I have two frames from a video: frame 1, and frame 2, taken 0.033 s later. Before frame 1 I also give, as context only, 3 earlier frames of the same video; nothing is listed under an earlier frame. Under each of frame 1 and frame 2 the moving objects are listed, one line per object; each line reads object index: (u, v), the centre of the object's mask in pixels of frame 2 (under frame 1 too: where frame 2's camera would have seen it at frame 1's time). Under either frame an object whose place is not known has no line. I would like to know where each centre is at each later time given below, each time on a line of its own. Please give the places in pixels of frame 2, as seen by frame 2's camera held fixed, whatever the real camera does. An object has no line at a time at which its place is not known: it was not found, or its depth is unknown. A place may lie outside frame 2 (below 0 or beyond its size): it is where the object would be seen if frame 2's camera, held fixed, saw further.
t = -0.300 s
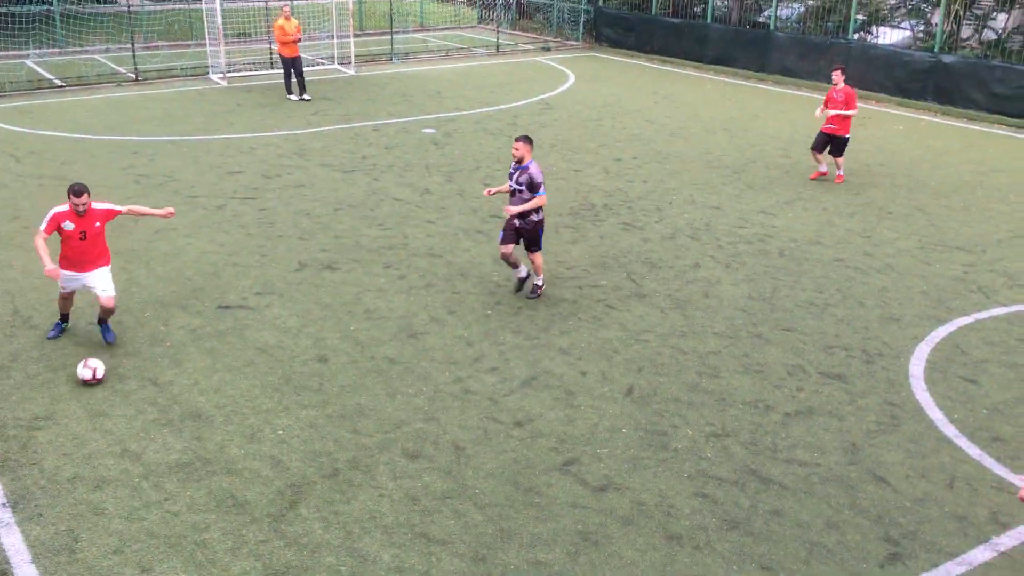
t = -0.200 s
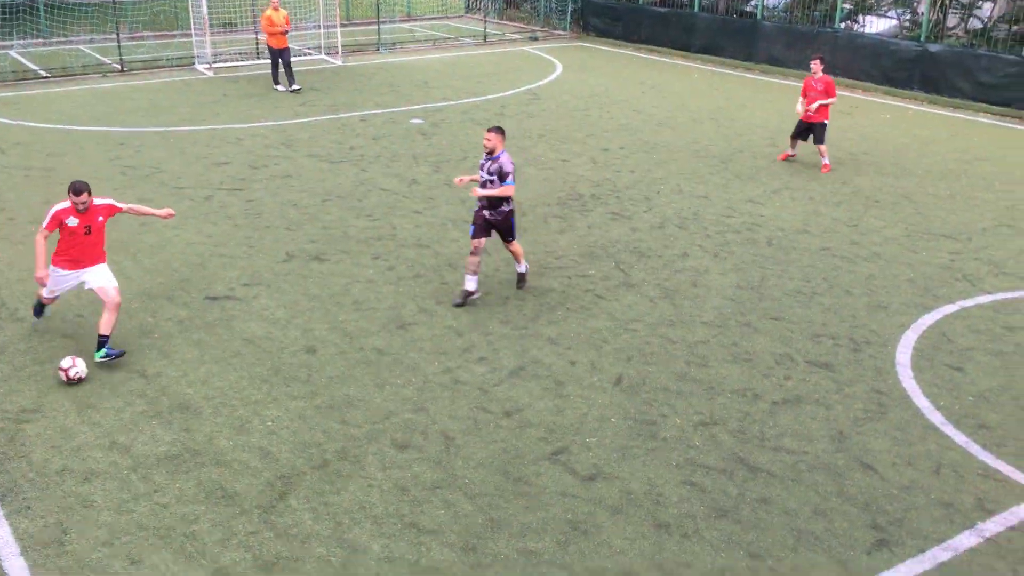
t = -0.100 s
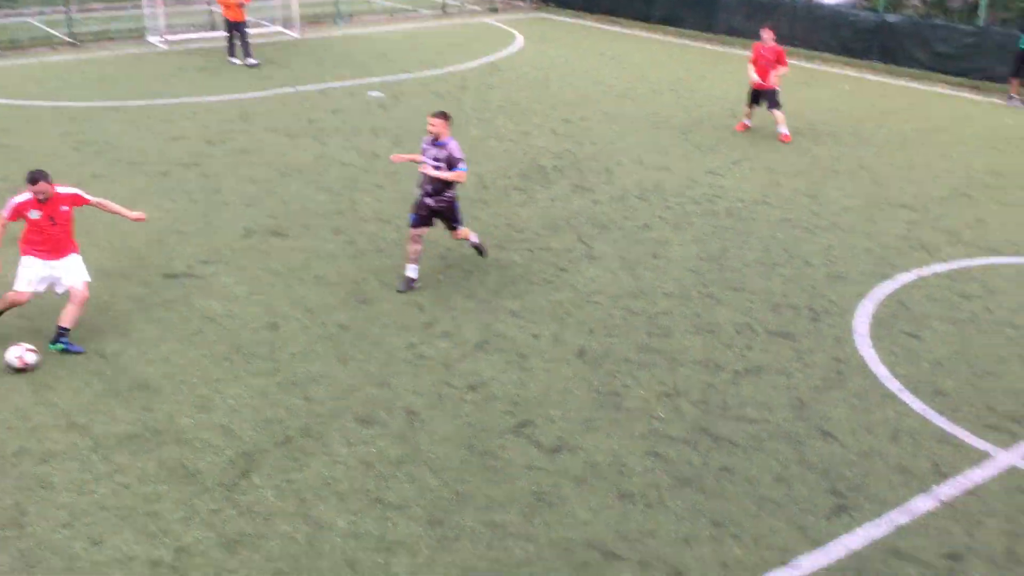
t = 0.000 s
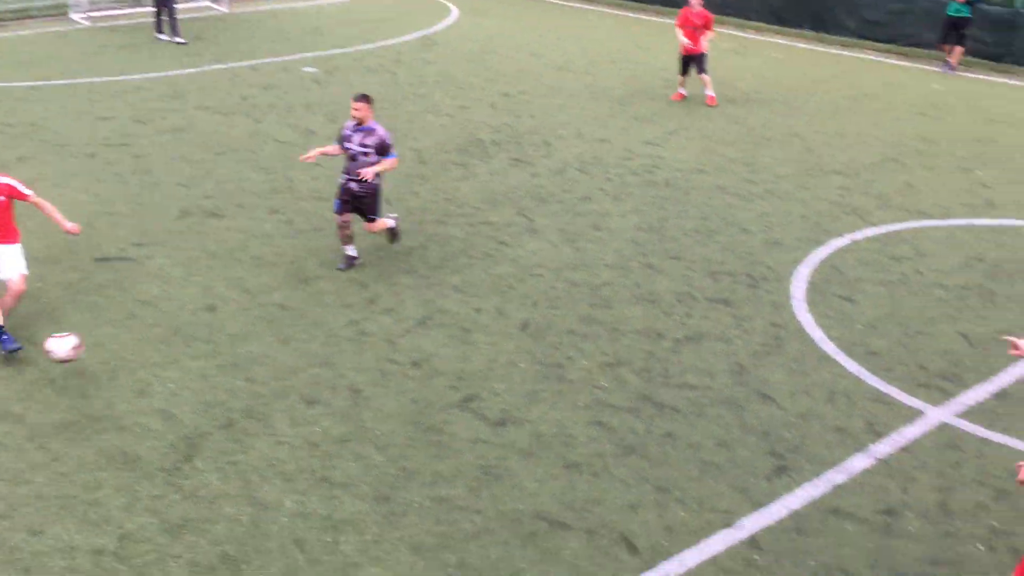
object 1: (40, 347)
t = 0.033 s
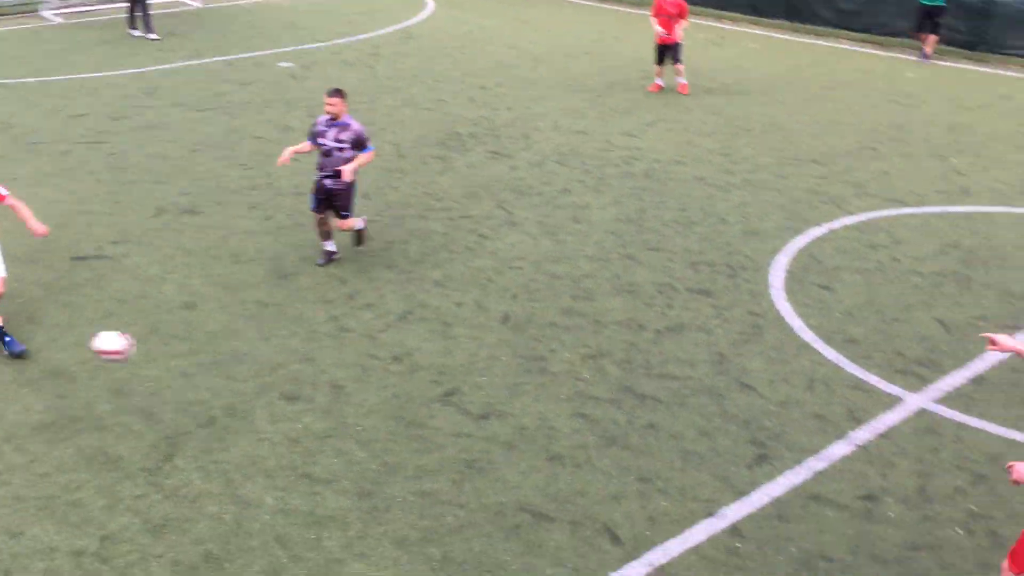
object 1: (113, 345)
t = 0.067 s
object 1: (191, 345)
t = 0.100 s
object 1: (273, 345)
